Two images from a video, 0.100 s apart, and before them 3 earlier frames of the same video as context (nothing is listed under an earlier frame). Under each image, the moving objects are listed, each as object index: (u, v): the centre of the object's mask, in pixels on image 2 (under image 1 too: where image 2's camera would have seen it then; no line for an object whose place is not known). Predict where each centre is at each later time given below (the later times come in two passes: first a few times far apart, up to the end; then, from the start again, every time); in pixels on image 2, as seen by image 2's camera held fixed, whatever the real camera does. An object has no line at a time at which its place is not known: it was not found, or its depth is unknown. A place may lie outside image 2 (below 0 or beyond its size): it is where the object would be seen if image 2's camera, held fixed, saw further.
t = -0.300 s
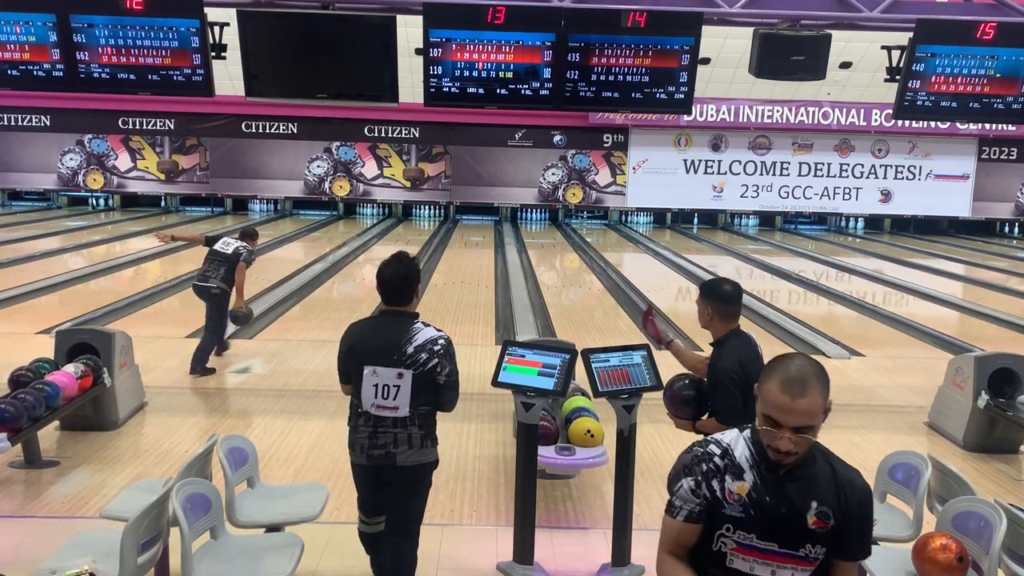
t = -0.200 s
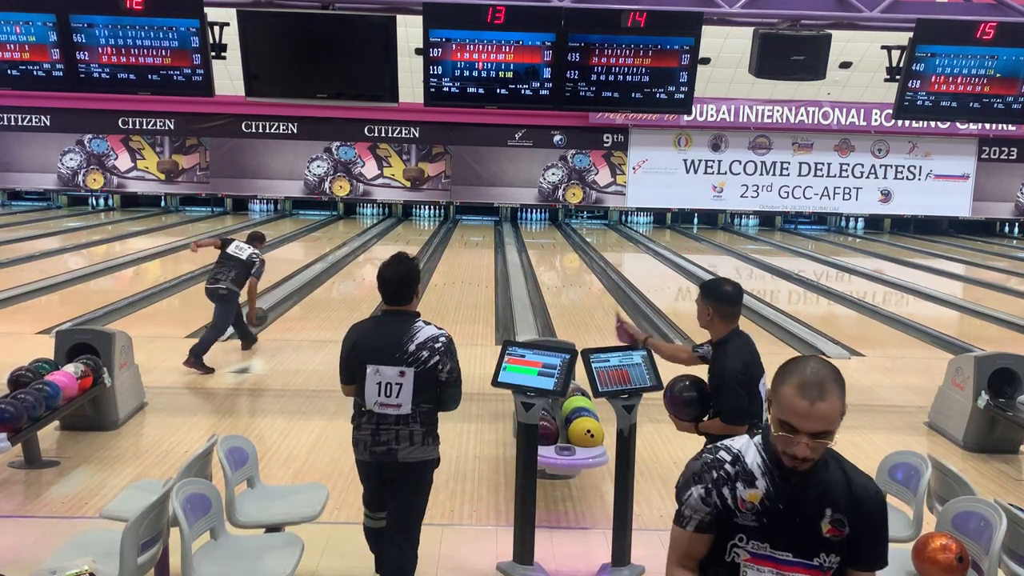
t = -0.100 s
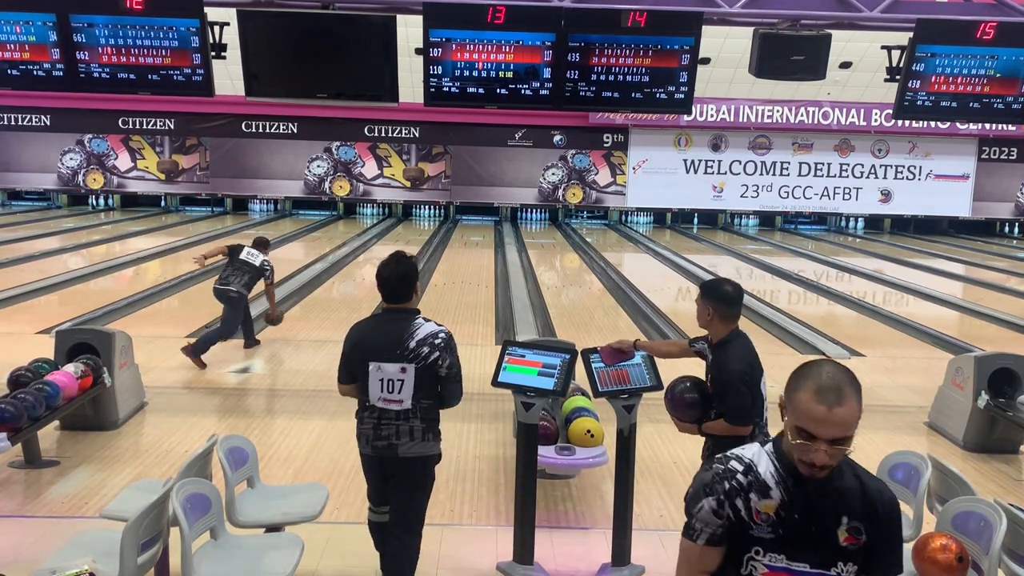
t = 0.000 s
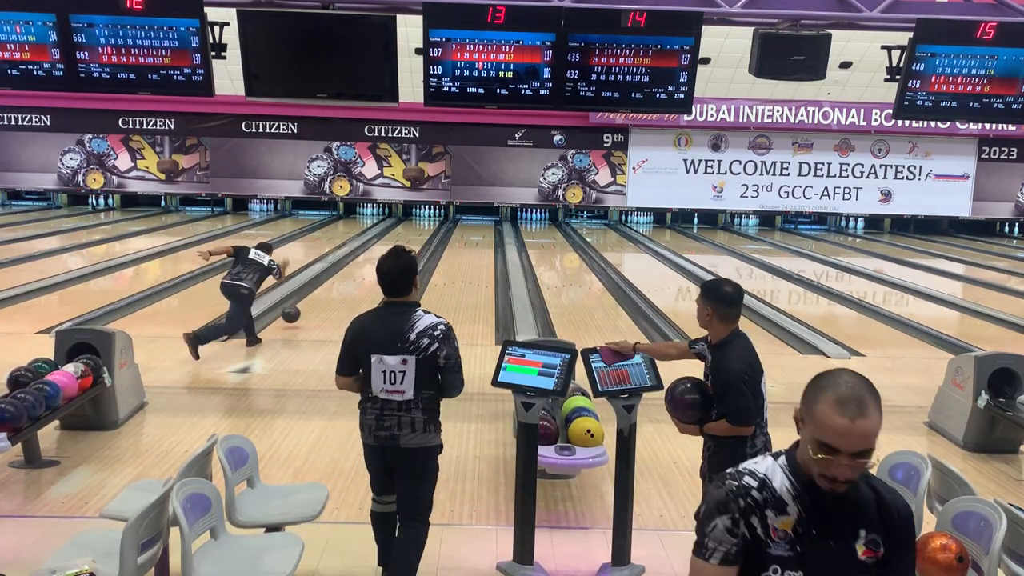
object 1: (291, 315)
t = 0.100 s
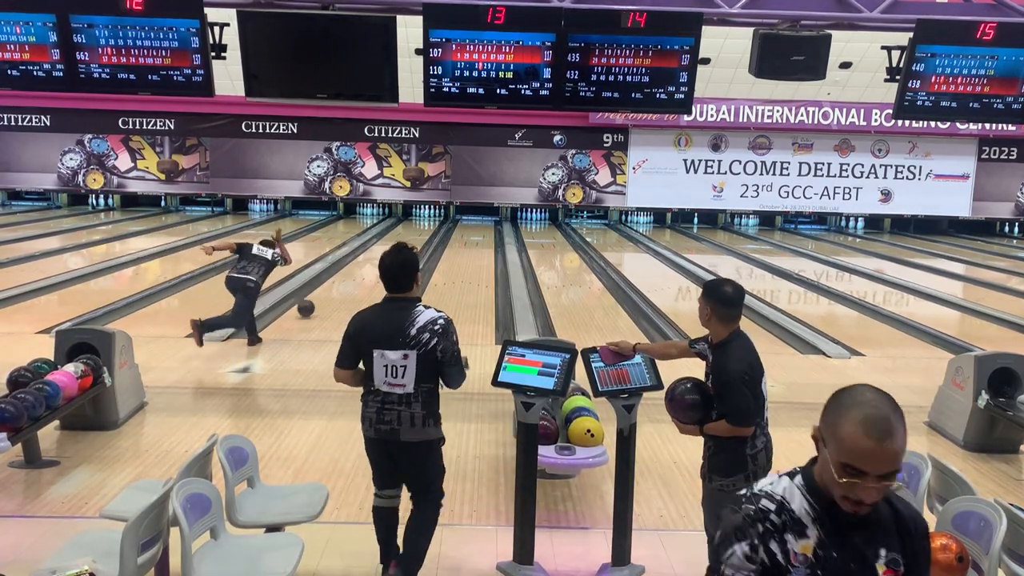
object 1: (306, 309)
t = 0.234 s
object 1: (323, 300)
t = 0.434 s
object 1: (345, 286)
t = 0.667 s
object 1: (365, 273)
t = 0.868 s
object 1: (380, 264)
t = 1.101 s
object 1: (393, 255)
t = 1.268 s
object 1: (402, 249)
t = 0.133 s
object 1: (310, 306)
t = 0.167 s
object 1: (315, 304)
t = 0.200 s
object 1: (319, 303)
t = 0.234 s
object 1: (323, 300)
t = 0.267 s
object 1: (327, 297)
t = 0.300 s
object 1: (331, 295)
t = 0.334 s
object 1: (335, 292)
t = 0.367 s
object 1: (338, 290)
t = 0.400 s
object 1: (342, 288)
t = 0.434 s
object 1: (345, 286)
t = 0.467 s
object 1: (348, 284)
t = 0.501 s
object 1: (351, 282)
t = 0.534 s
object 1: (354, 280)
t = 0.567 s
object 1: (357, 278)
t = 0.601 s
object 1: (360, 276)
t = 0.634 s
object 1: (363, 275)
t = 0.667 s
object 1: (365, 273)
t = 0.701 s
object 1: (368, 271)
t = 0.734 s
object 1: (371, 269)
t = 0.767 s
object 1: (373, 268)
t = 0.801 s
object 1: (375, 267)
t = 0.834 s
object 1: (378, 265)
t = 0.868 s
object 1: (380, 264)
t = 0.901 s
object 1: (382, 262)
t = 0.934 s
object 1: (384, 261)
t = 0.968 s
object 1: (386, 260)
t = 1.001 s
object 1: (388, 258)
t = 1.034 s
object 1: (390, 257)
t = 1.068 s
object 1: (392, 256)
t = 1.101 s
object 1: (393, 255)
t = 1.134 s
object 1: (395, 253)
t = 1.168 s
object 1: (397, 252)
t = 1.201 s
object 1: (399, 251)
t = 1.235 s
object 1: (400, 250)
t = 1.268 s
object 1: (402, 249)
